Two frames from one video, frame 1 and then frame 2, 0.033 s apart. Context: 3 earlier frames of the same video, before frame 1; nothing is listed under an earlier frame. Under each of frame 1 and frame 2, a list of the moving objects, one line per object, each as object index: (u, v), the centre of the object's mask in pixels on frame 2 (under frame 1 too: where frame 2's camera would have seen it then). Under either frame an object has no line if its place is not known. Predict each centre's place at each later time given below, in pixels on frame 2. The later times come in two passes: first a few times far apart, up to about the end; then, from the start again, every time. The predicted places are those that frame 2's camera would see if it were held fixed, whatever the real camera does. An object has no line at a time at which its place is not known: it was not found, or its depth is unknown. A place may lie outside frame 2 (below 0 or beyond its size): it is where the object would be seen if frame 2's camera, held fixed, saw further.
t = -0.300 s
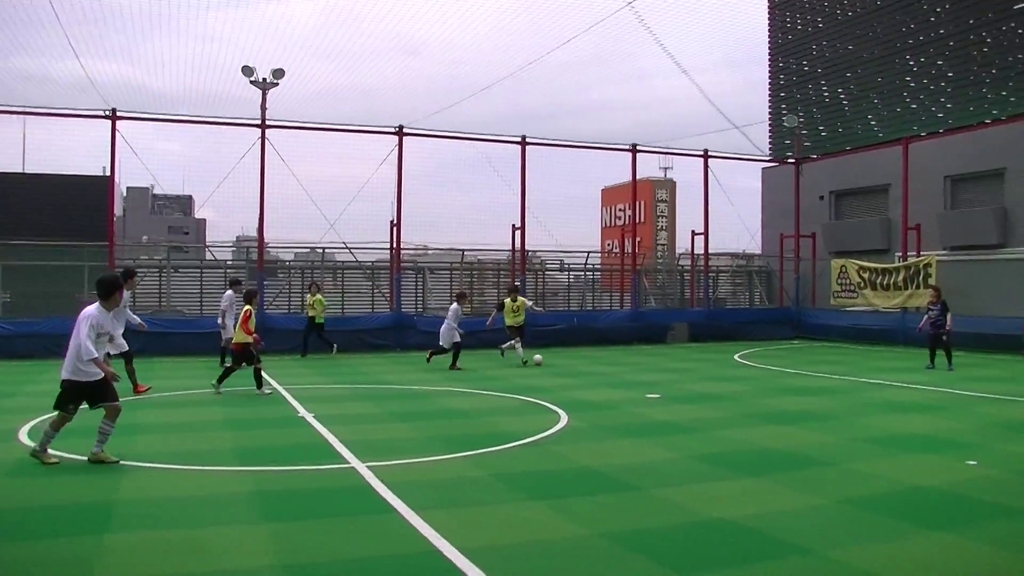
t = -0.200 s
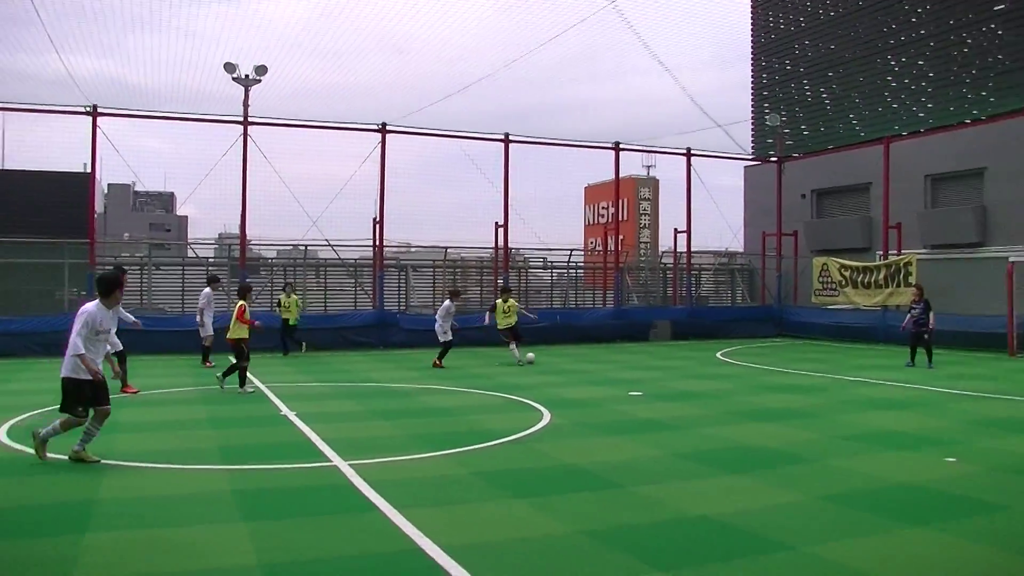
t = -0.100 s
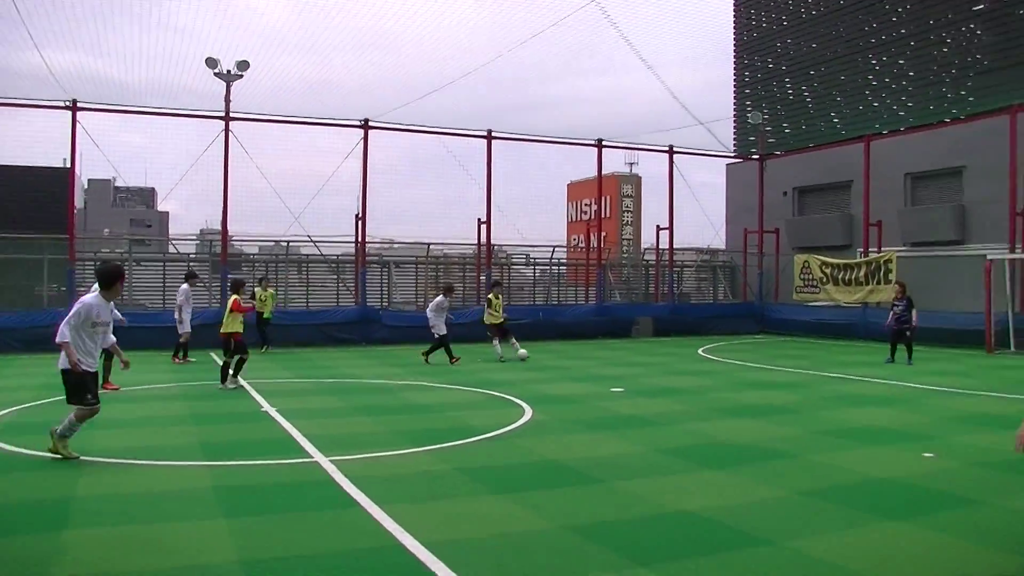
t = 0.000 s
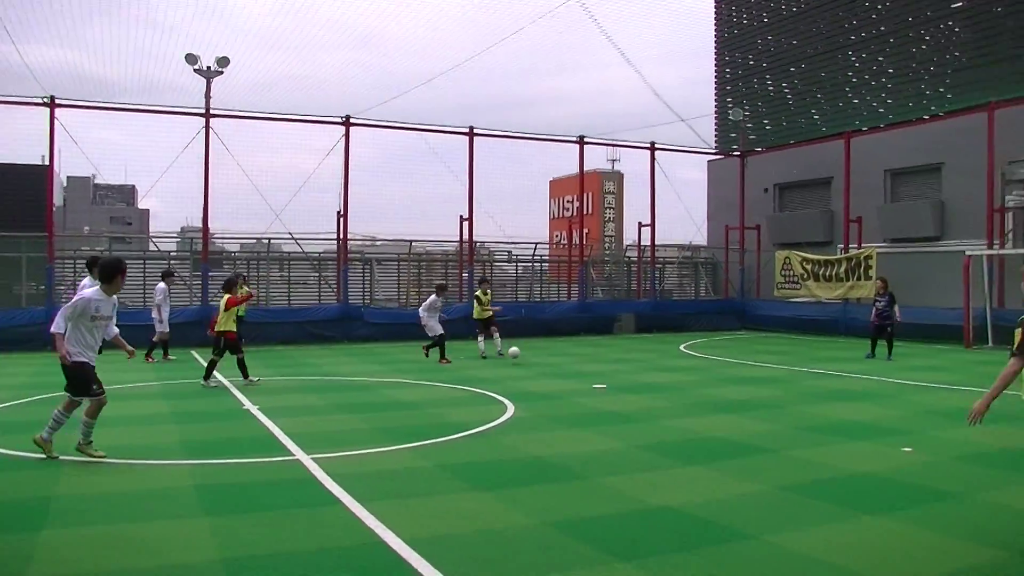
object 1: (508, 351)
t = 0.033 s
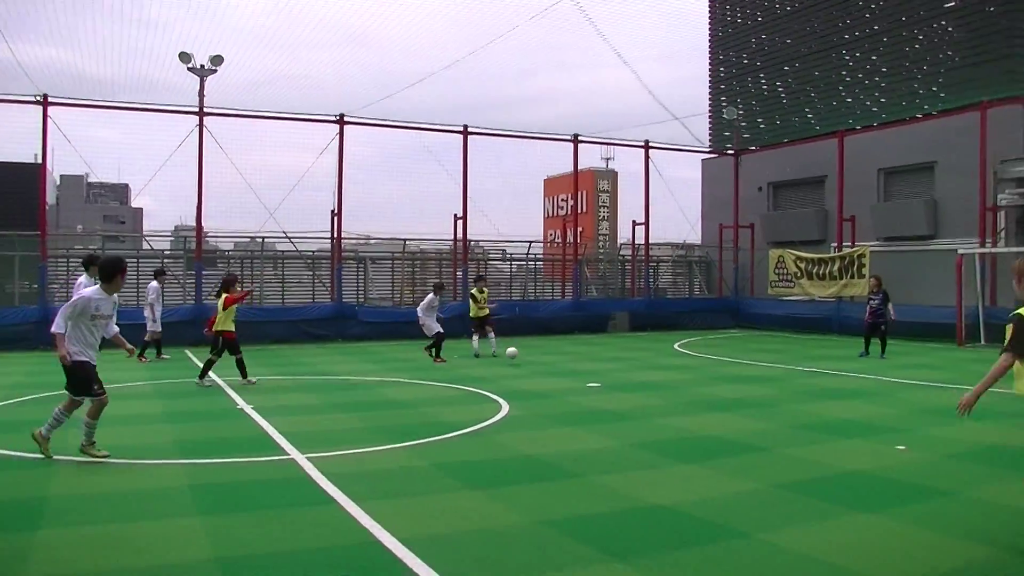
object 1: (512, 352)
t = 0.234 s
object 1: (535, 374)
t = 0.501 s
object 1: (576, 405)
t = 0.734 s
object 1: (625, 443)
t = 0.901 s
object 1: (676, 476)
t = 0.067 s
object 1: (515, 354)
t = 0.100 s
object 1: (519, 357)
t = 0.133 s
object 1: (523, 361)
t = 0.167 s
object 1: (527, 366)
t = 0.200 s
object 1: (531, 371)
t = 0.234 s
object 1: (535, 374)
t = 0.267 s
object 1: (540, 376)
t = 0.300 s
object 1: (544, 380)
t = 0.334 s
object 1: (549, 384)
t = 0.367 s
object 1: (554, 388)
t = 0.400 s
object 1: (559, 392)
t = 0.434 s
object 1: (564, 396)
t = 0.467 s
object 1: (570, 401)
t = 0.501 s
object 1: (576, 405)
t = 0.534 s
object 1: (582, 408)
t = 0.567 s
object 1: (588, 414)
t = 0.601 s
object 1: (595, 419)
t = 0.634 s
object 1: (602, 424)
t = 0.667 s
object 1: (609, 431)
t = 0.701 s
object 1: (617, 437)
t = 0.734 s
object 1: (625, 443)
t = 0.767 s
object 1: (634, 449)
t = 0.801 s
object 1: (643, 455)
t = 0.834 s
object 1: (653, 464)
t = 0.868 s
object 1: (664, 470)
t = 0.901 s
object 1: (676, 476)
